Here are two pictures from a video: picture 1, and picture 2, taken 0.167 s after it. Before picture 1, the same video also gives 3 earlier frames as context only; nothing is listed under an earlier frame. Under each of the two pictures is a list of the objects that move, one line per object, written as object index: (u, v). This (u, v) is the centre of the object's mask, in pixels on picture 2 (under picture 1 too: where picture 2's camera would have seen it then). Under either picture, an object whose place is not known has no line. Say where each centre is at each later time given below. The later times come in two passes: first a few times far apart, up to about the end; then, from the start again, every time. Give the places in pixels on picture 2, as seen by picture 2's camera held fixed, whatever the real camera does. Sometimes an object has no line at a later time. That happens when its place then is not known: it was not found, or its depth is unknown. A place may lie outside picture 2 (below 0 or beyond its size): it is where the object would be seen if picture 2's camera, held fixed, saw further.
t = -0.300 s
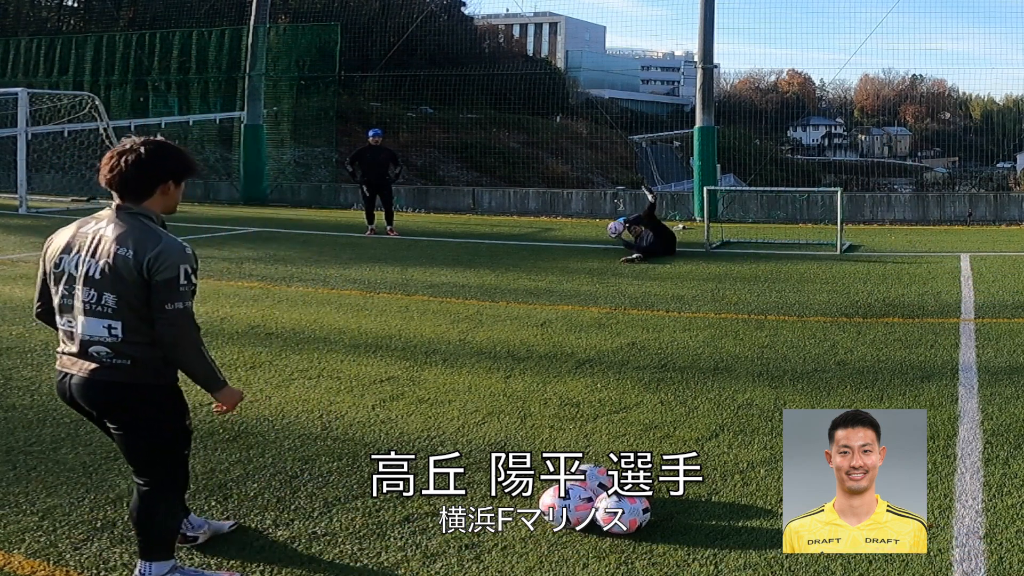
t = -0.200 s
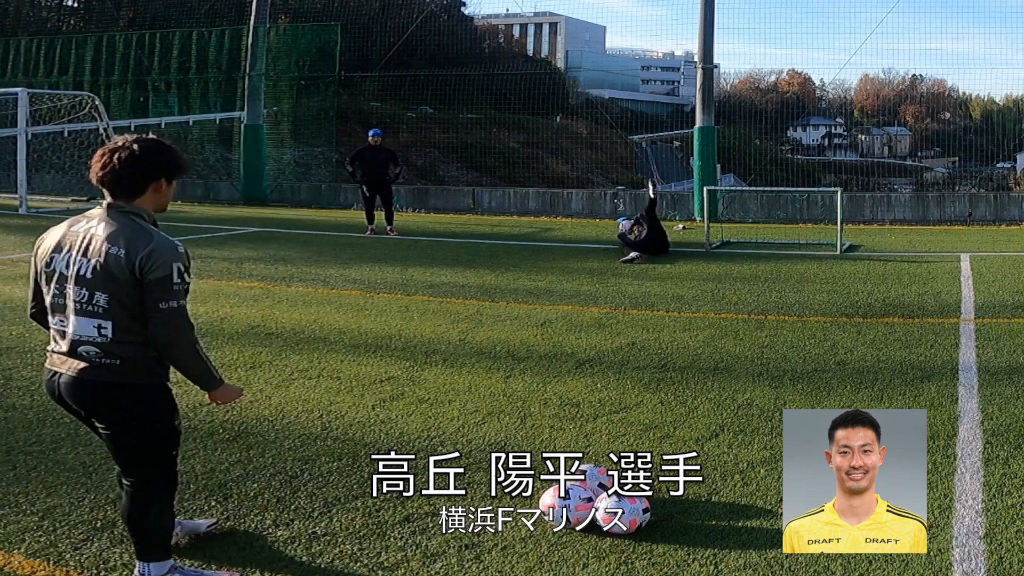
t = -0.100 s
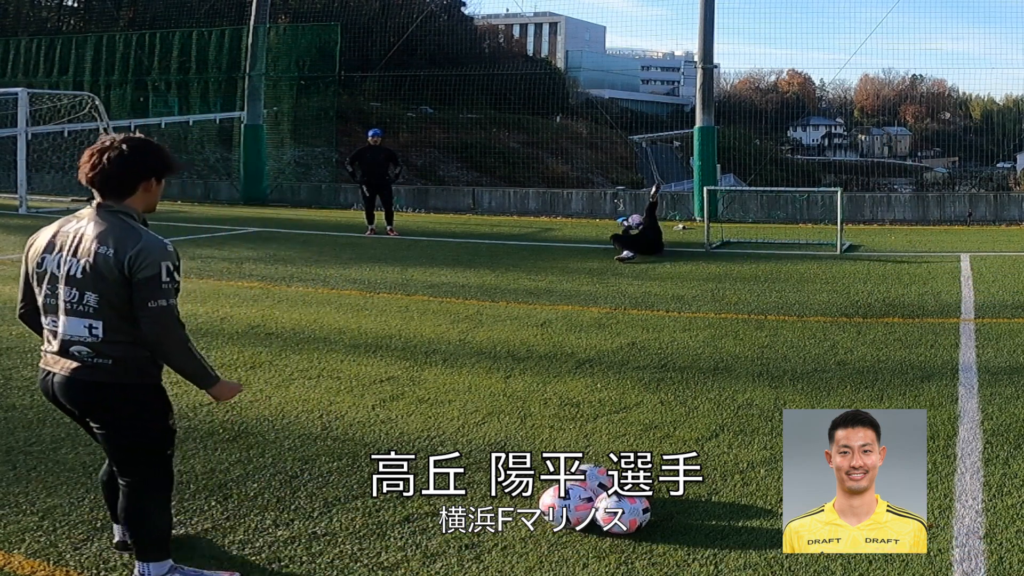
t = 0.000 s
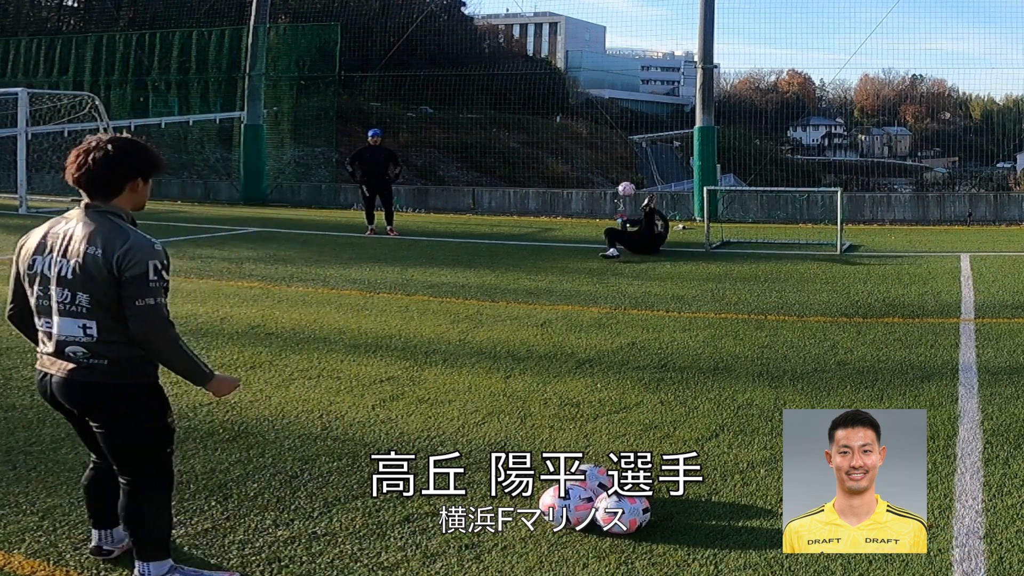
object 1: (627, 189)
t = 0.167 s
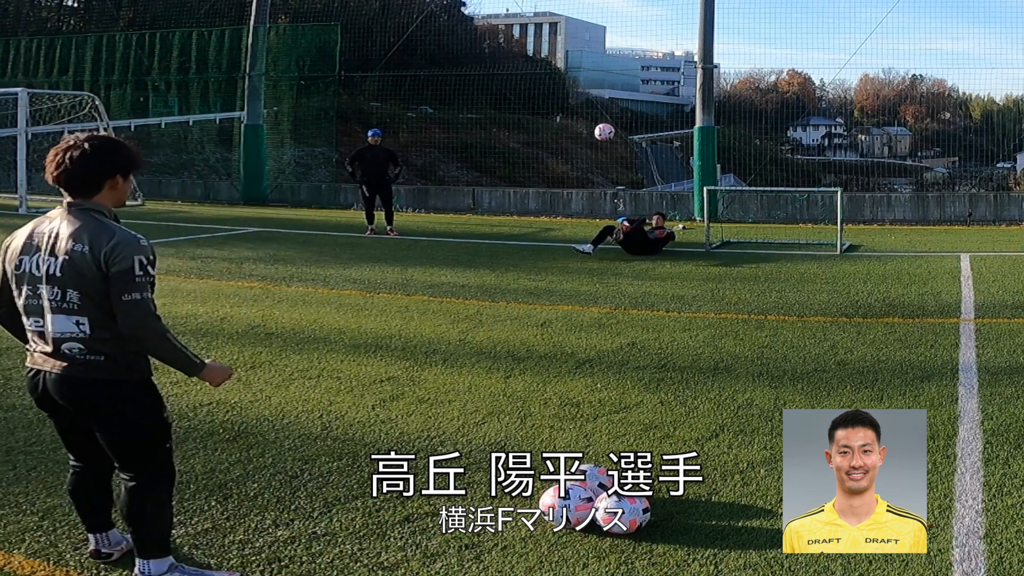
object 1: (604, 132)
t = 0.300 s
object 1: (582, 91)
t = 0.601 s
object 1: (505, 29)
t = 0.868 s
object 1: (368, 53)
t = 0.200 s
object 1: (599, 121)
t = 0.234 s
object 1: (594, 111)
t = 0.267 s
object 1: (588, 101)
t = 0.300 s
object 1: (582, 91)
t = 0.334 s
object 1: (576, 82)
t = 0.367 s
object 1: (569, 73)
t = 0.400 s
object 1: (562, 65)
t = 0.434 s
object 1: (554, 57)
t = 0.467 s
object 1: (545, 50)
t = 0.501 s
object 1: (536, 44)
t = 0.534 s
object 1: (527, 38)
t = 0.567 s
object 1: (515, 33)
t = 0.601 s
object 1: (505, 29)
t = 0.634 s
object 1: (492, 26)
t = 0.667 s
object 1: (479, 24)
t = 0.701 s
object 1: (465, 24)
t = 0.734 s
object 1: (450, 25)
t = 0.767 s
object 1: (432, 28)
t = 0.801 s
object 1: (413, 34)
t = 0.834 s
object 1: (392, 42)
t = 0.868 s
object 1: (368, 53)
